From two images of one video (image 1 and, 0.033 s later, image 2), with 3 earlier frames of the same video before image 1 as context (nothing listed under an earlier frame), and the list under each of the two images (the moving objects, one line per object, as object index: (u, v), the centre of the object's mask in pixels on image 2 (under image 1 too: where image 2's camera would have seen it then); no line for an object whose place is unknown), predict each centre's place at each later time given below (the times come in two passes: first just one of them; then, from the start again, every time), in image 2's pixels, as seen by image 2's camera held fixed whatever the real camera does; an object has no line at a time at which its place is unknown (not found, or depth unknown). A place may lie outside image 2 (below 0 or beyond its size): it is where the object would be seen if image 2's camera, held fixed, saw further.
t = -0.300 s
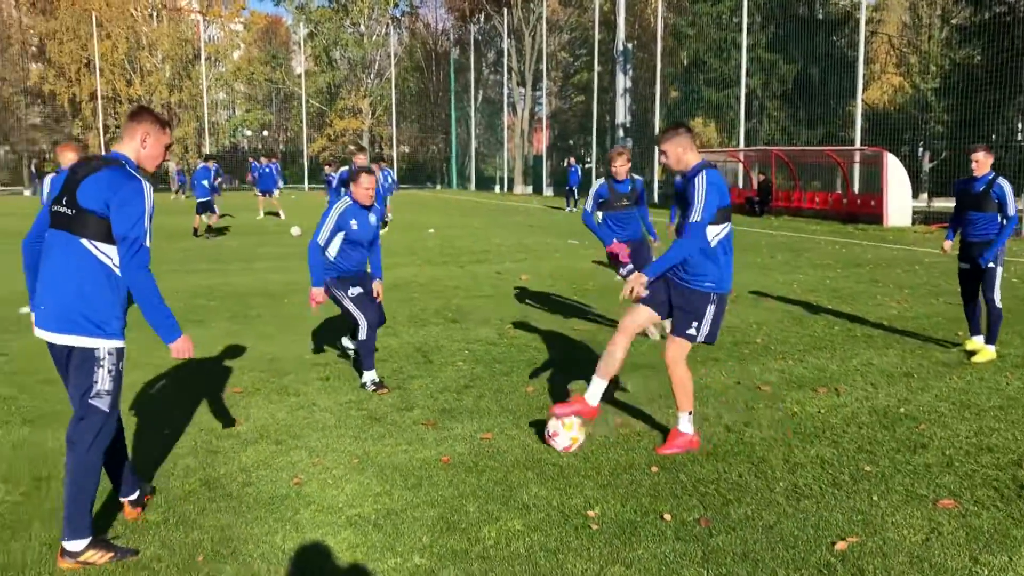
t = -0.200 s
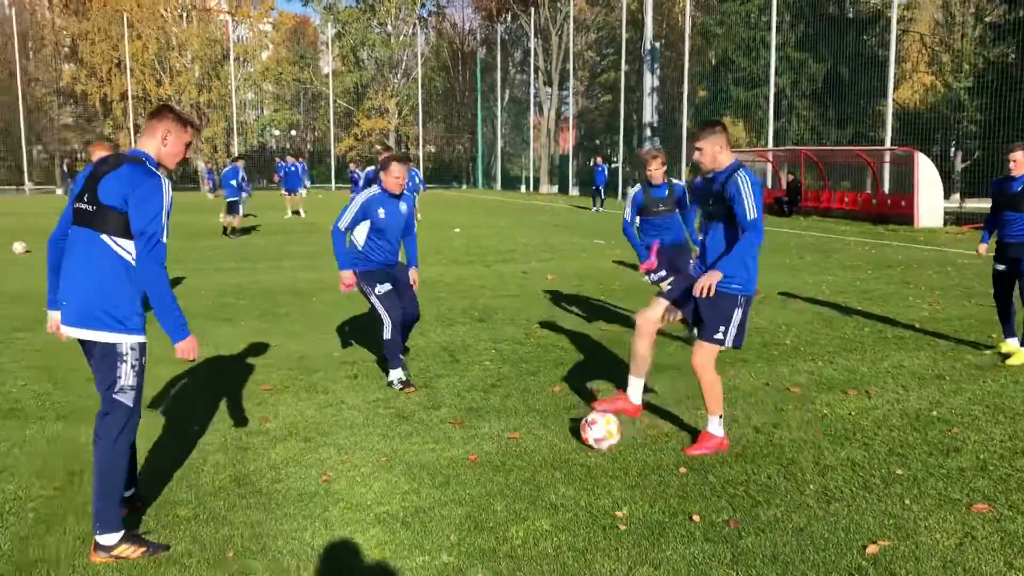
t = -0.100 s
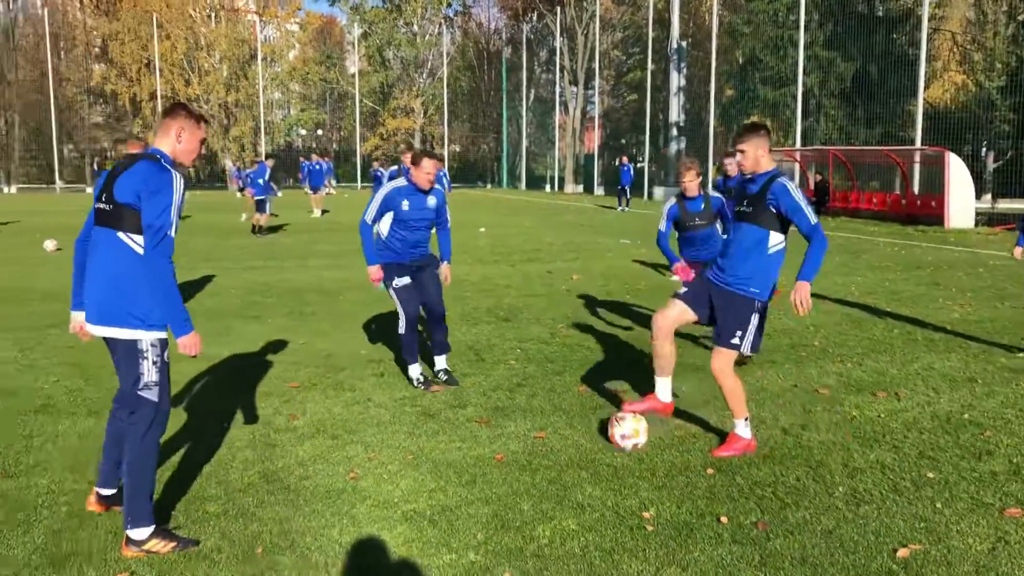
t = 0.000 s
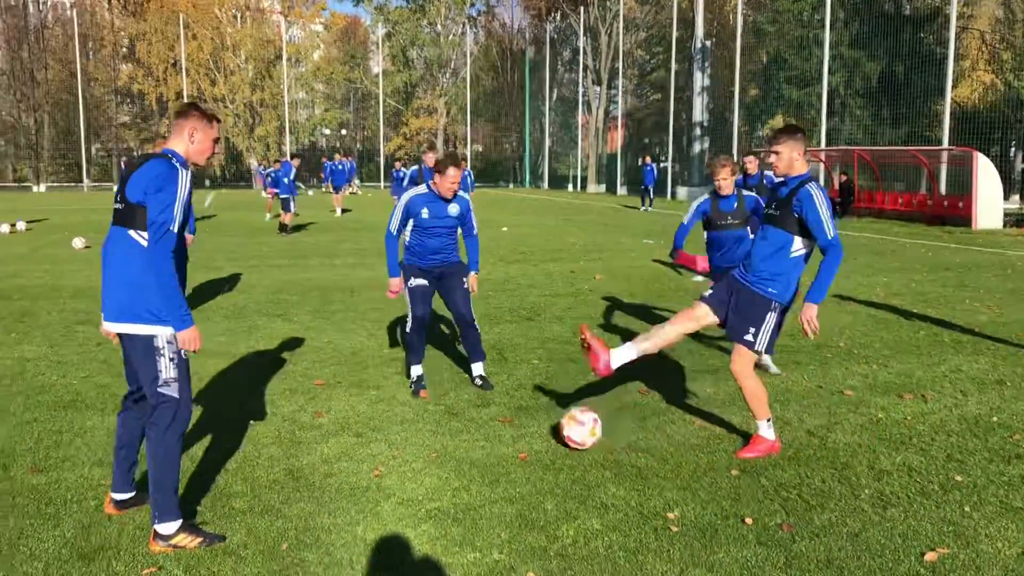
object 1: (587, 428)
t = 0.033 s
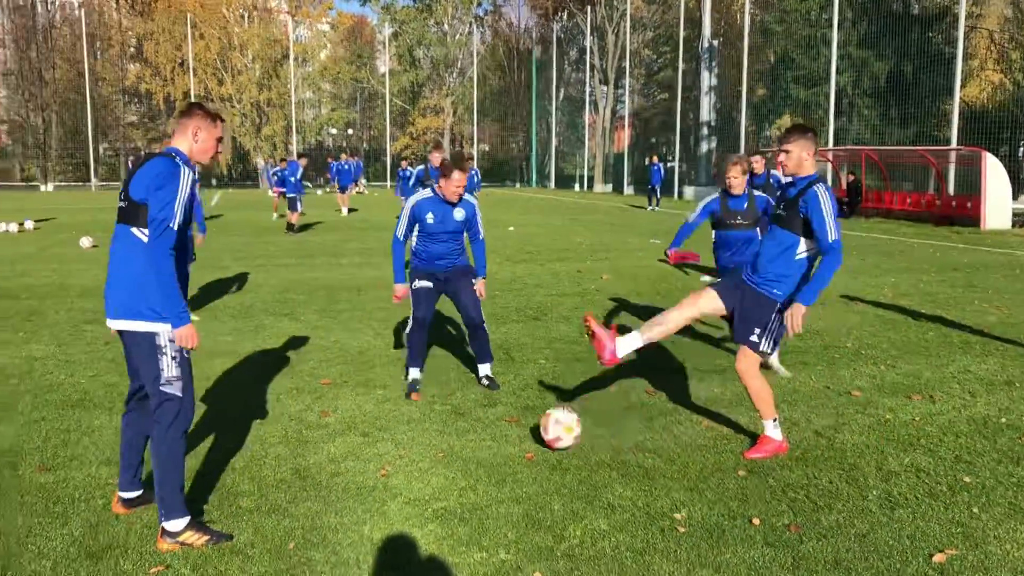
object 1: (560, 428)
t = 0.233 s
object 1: (389, 449)
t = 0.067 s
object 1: (533, 429)
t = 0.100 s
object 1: (504, 432)
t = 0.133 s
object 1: (476, 438)
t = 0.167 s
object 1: (447, 446)
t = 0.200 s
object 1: (418, 449)
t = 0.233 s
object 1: (389, 449)
